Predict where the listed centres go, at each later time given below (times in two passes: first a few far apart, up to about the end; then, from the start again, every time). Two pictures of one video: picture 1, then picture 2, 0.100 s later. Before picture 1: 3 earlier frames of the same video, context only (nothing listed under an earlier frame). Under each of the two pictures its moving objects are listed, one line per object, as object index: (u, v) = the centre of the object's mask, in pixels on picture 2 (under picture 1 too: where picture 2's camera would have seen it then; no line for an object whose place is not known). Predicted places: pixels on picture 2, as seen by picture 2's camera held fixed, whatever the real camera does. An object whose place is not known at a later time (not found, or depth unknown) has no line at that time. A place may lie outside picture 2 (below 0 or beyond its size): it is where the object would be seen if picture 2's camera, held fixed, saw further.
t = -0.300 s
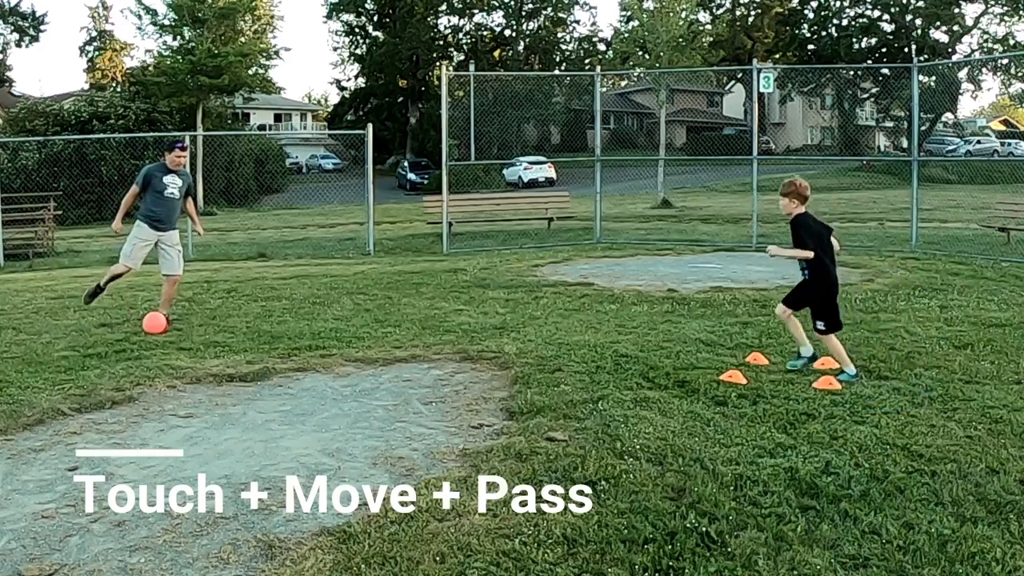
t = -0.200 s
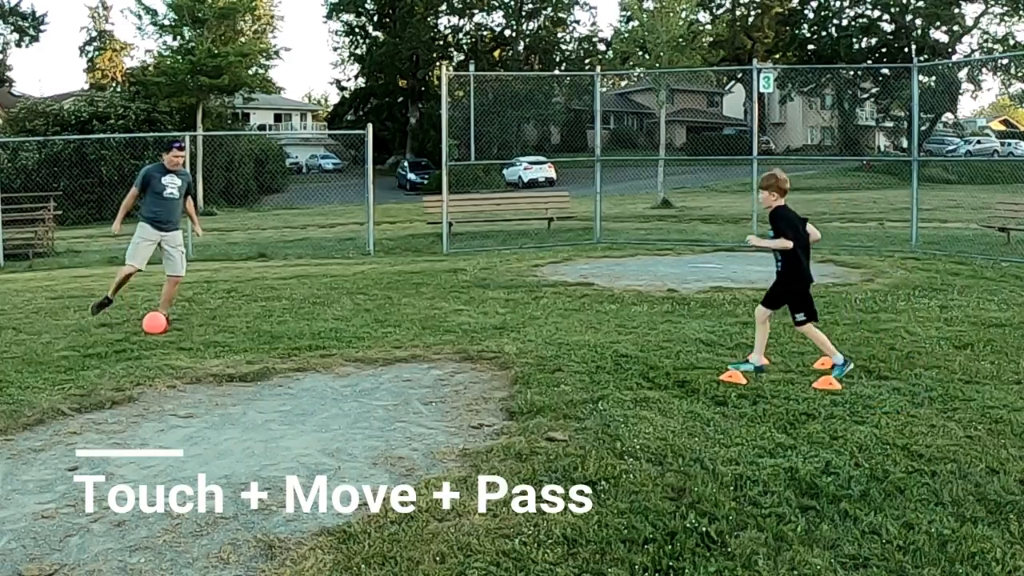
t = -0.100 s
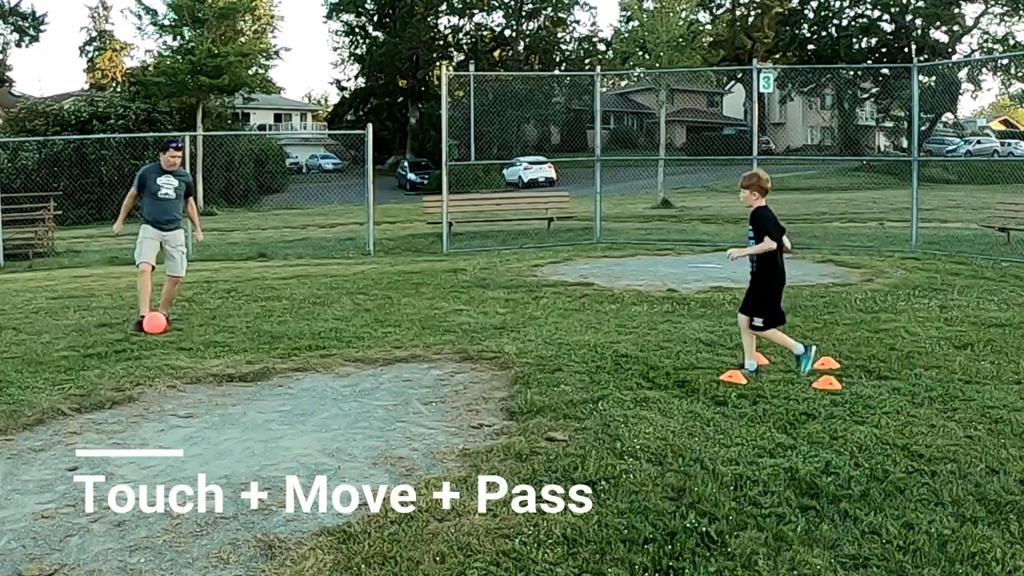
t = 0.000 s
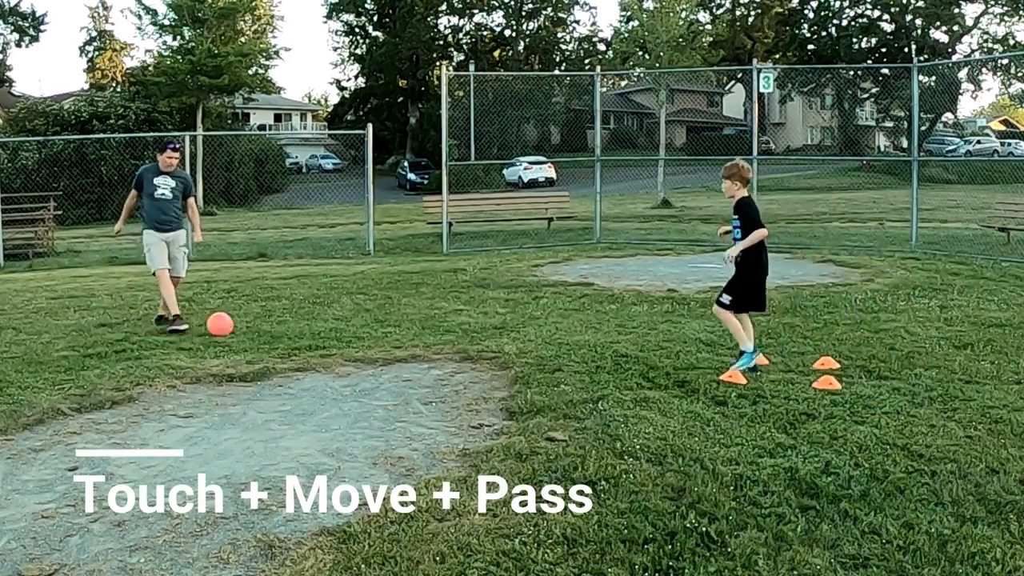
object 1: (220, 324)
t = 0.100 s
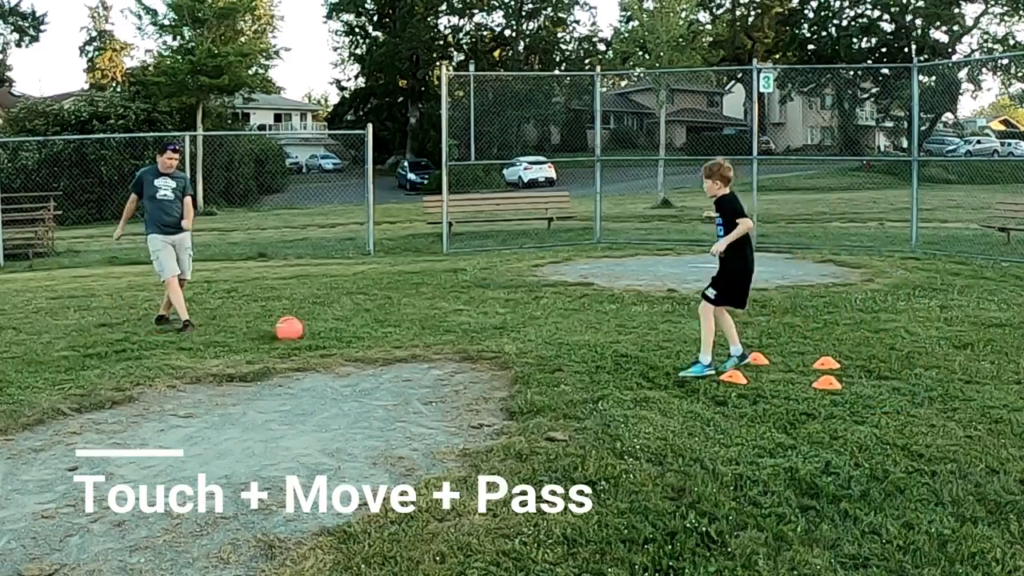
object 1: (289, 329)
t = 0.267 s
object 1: (378, 329)
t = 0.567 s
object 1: (520, 330)
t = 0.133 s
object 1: (309, 329)
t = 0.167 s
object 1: (329, 329)
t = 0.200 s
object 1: (346, 329)
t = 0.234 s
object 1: (362, 329)
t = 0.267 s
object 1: (378, 329)
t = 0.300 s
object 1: (394, 330)
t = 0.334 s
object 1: (410, 330)
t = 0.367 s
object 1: (425, 330)
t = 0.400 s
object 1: (441, 329)
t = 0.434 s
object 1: (456, 329)
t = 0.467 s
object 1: (473, 332)
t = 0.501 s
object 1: (488, 332)
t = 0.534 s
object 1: (504, 330)
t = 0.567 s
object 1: (520, 330)
